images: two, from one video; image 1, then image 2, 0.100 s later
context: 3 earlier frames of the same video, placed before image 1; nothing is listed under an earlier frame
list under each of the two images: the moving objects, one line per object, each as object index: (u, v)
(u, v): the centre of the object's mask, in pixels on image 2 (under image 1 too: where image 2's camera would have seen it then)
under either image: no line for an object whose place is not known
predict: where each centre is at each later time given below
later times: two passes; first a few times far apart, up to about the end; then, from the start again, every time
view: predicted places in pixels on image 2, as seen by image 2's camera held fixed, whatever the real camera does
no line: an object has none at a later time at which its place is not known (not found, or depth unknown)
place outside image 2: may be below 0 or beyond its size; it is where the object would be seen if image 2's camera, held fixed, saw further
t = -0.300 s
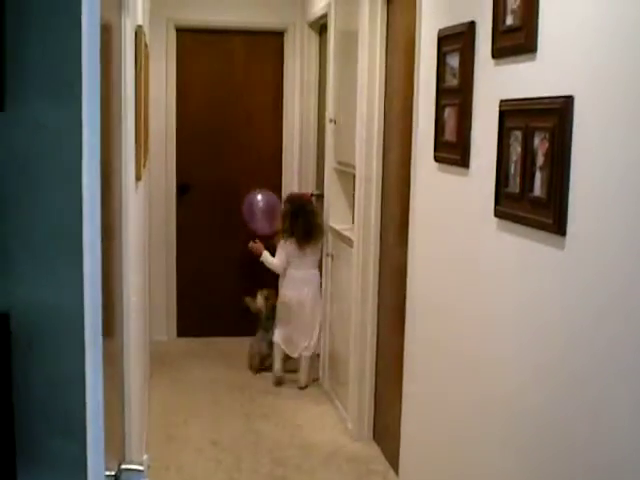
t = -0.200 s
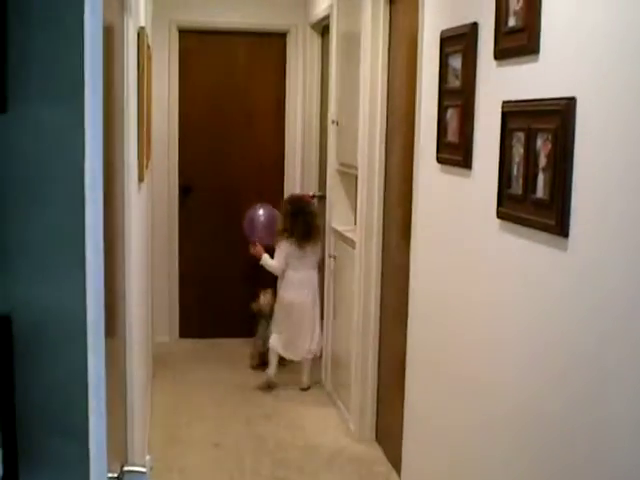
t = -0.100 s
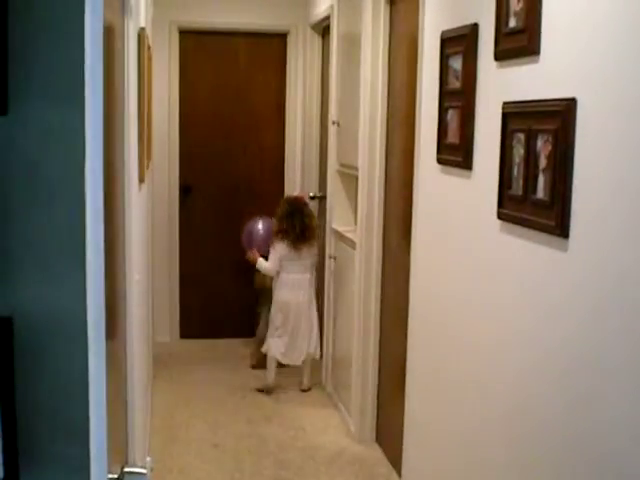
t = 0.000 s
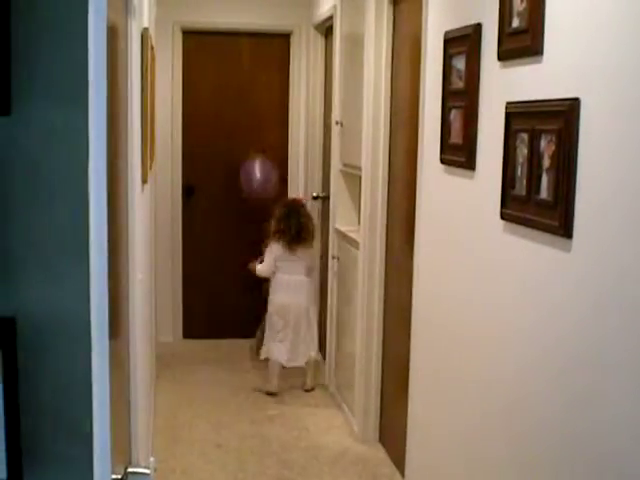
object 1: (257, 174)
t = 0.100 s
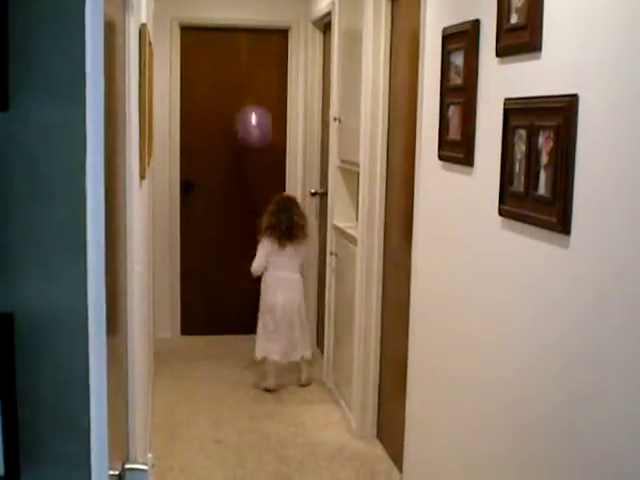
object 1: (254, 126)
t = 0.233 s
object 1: (250, 78)
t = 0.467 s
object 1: (243, 22)
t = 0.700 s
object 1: (240, -7)
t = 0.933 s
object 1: (236, -13)
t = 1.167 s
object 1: (235, -11)
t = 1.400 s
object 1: (232, 8)
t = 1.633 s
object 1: (234, 48)
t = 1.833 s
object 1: (236, 89)
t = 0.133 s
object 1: (253, 112)
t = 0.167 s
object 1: (252, 98)
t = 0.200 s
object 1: (251, 88)
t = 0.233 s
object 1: (250, 78)
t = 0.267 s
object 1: (249, 68)
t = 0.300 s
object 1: (248, 59)
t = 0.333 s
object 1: (247, 52)
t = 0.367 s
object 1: (246, 42)
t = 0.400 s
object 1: (245, 35)
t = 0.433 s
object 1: (244, 28)
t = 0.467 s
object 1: (243, 22)
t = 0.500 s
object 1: (242, 19)
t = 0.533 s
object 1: (242, 14)
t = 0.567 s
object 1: (242, 9)
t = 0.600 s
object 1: (241, 4)
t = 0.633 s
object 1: (241, 0)
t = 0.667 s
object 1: (240, -5)
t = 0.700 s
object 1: (240, -7)
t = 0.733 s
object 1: (239, -9)
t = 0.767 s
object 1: (238, -10)
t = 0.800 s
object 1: (238, -11)
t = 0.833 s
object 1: (237, -12)
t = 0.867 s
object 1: (237, -11)
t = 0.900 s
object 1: (236, -13)
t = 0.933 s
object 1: (236, -13)
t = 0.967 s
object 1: (236, -13)
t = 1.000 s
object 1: (236, -12)
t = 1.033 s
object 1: (235, -12)
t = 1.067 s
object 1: (235, -13)
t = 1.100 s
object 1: (235, -12)
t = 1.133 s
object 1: (235, -12)
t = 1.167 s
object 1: (235, -11)
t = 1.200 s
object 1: (235, -9)
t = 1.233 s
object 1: (234, -6)
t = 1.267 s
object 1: (234, -3)
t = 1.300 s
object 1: (234, -1)
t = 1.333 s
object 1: (233, 1)
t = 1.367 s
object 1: (233, 5)
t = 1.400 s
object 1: (232, 8)
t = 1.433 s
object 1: (232, 13)
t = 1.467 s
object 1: (233, 18)
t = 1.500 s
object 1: (233, 24)
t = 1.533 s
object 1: (233, 29)
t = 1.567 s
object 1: (234, 36)
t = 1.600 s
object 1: (234, 42)
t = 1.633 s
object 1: (234, 48)
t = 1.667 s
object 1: (234, 55)
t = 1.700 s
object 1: (235, 61)
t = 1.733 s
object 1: (235, 68)
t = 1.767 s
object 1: (236, 75)
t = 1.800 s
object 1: (236, 82)
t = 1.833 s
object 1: (236, 89)
